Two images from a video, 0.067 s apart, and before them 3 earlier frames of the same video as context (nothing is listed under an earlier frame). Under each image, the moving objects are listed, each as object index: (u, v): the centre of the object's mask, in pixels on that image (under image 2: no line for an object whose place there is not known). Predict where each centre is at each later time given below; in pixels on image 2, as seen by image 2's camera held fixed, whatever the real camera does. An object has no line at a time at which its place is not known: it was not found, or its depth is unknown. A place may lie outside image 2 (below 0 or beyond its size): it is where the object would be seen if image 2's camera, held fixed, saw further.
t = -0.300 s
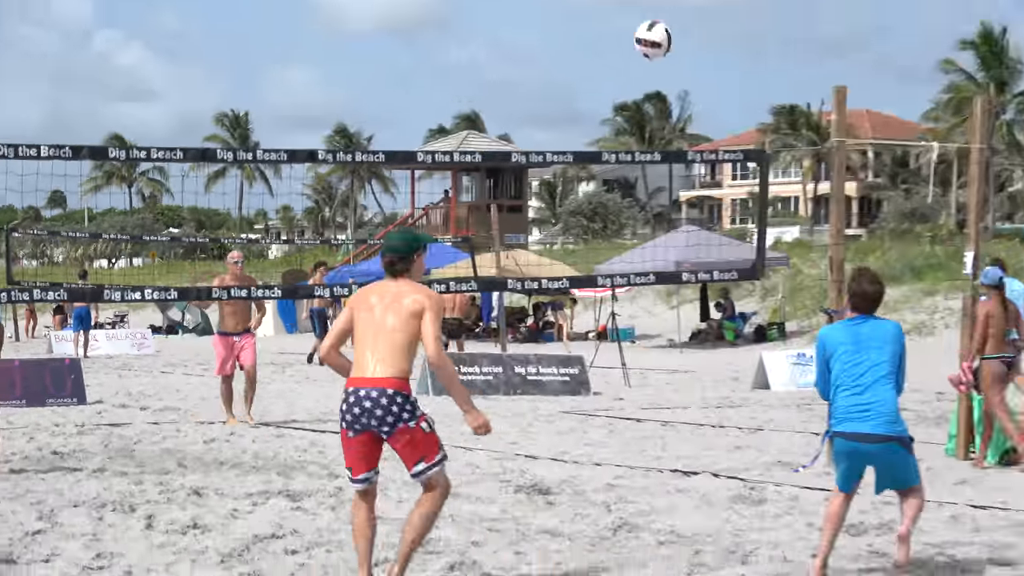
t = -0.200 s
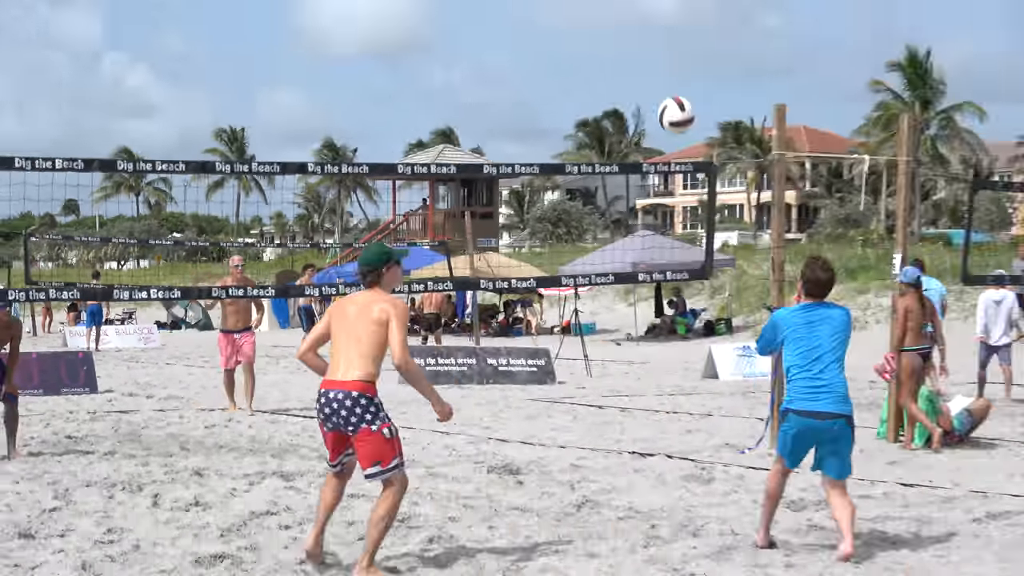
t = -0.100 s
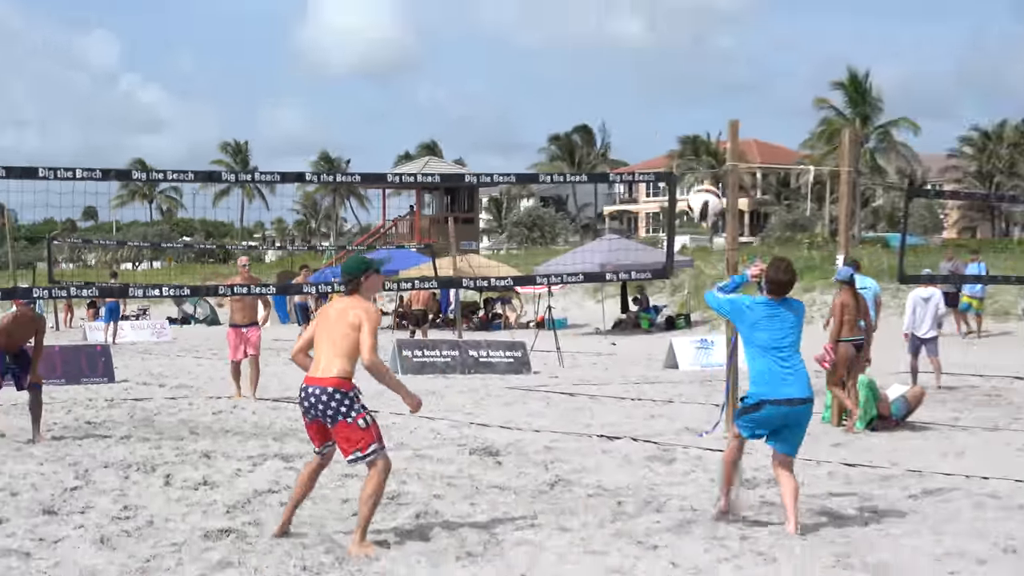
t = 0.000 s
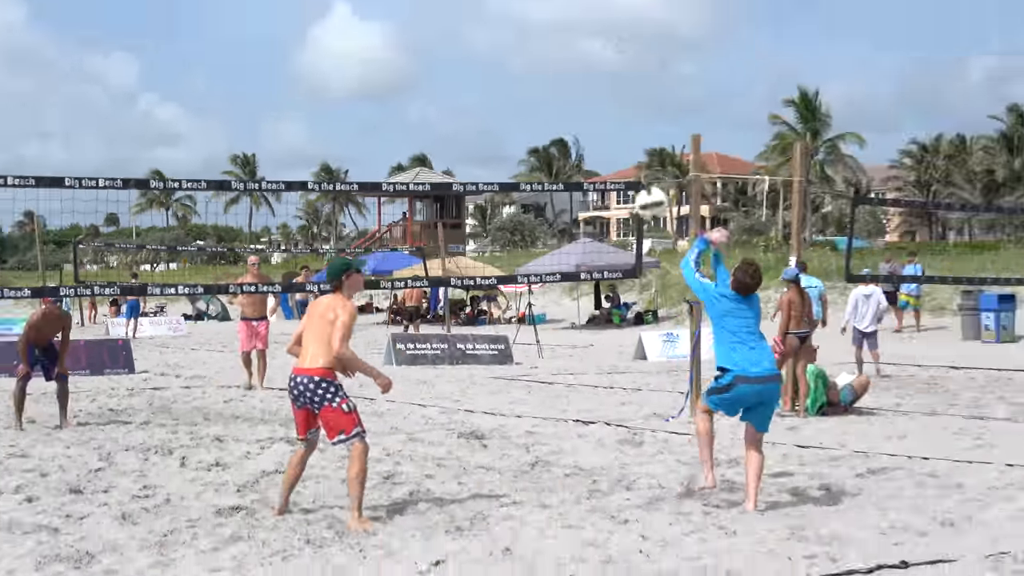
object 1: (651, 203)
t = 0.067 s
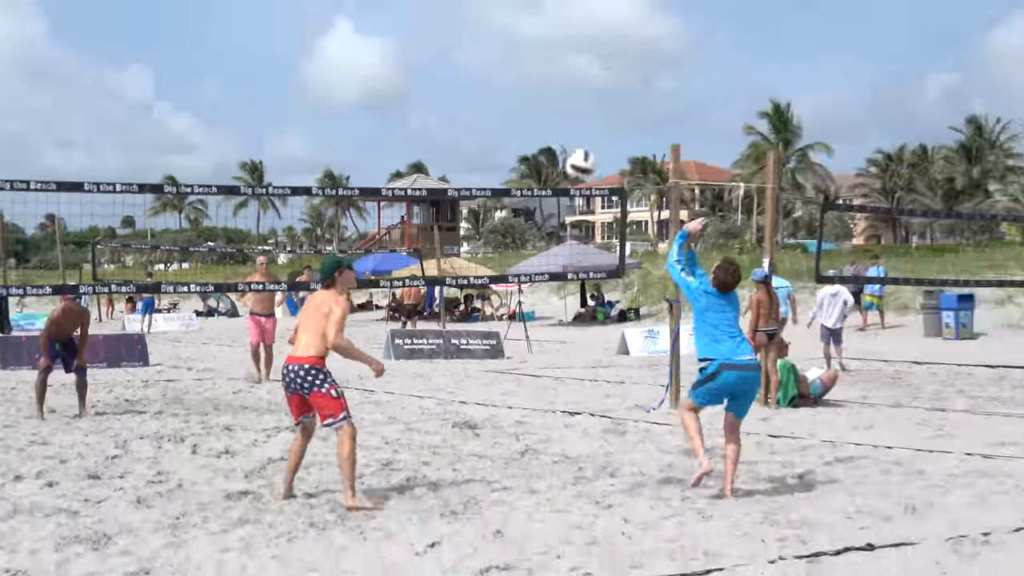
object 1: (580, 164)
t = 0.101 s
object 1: (555, 147)
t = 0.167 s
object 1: (505, 116)
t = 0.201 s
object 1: (485, 104)
